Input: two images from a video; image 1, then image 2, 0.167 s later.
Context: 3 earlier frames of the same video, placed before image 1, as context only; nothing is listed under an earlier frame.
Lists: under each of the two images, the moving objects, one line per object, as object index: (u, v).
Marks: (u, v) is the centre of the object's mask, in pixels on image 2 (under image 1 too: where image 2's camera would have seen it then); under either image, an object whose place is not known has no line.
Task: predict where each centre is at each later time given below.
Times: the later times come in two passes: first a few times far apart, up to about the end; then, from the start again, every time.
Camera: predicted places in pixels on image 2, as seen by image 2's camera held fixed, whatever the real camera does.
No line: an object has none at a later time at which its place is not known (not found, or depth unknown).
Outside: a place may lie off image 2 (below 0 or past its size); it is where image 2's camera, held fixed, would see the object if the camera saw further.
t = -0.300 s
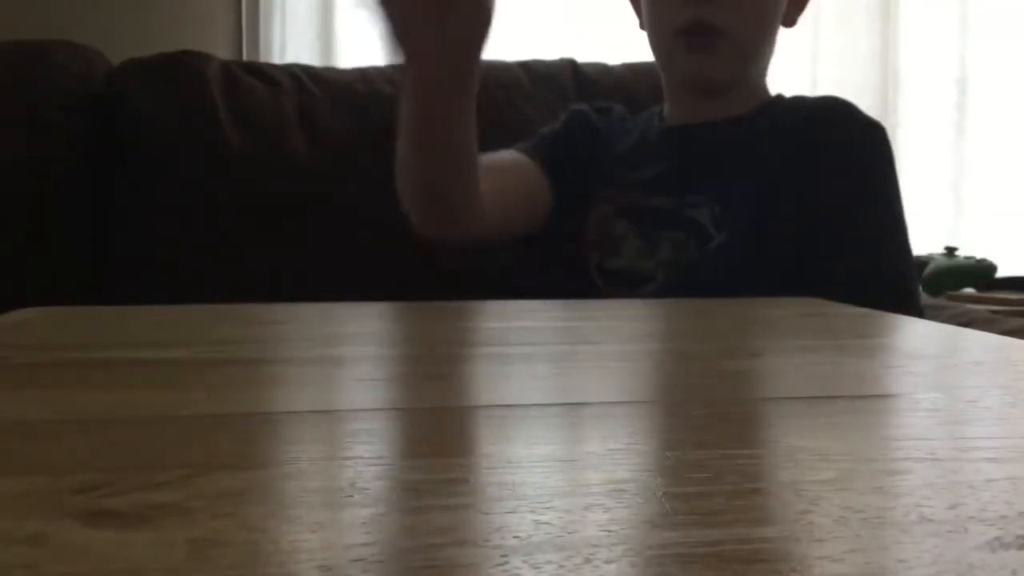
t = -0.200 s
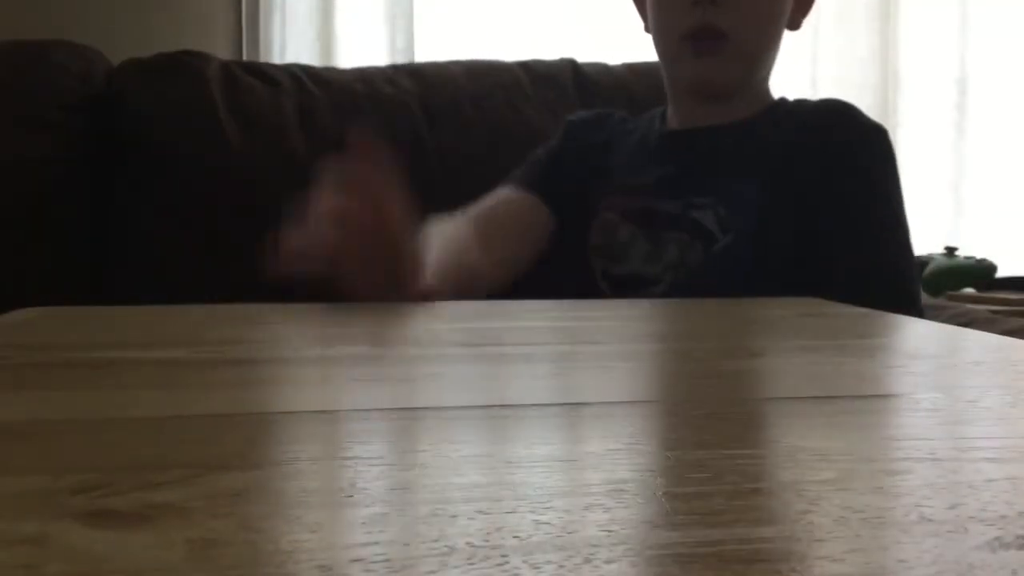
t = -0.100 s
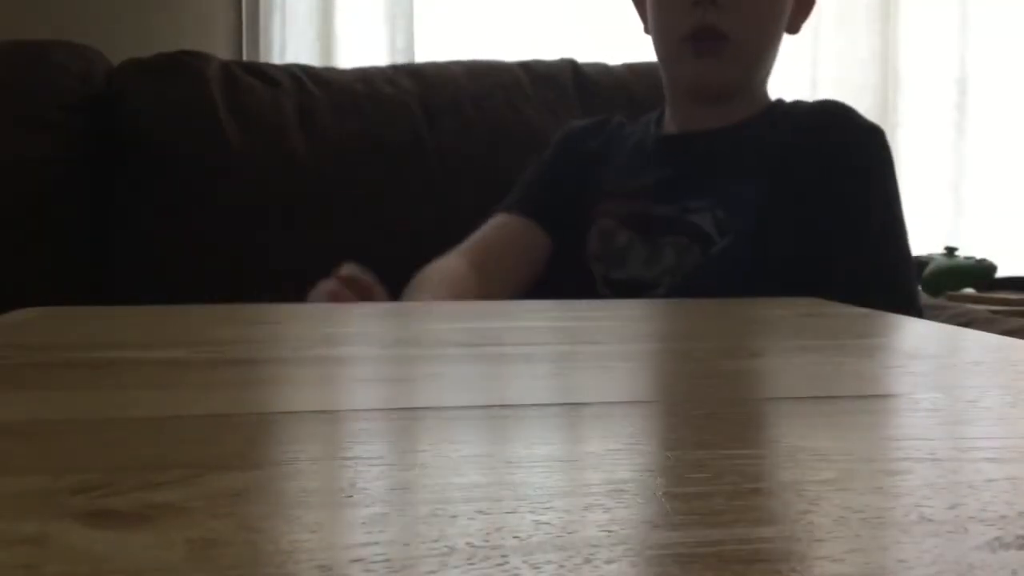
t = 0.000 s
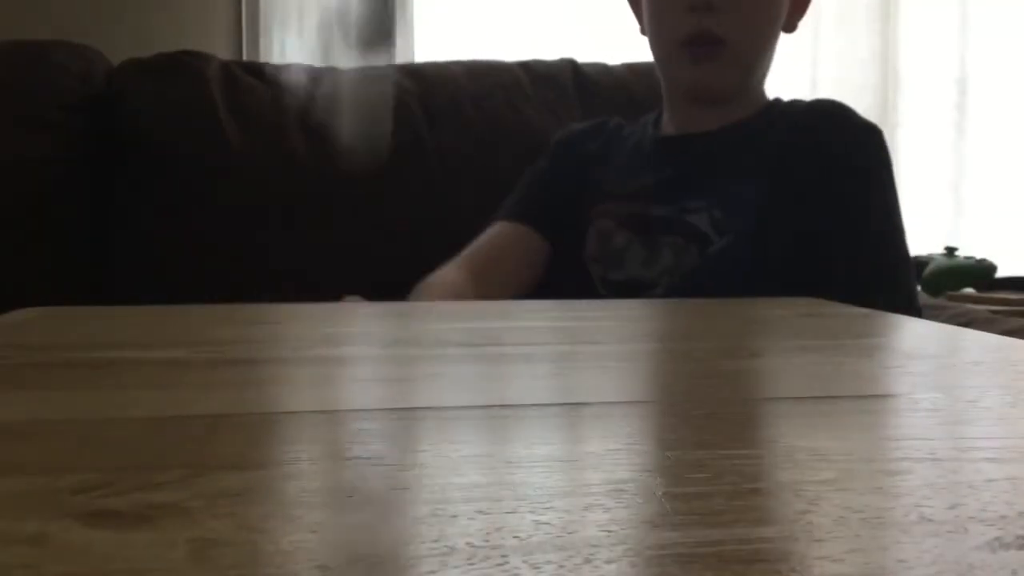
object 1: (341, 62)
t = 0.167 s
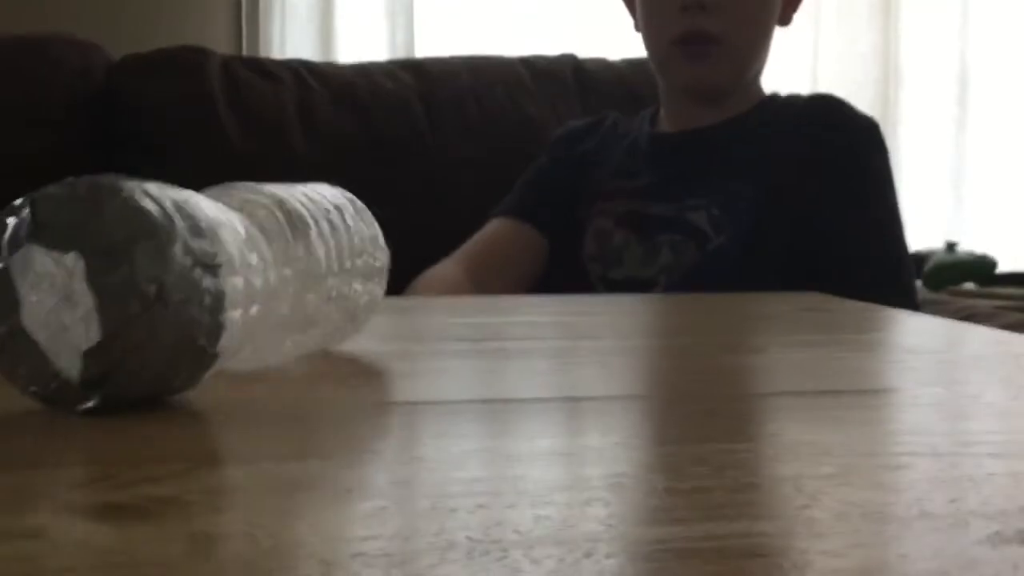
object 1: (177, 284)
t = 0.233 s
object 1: (180, 284)
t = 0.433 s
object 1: (170, 283)
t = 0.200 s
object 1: (178, 284)
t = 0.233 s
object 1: (180, 284)
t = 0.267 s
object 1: (180, 285)
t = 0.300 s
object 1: (179, 284)
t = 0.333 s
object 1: (177, 284)
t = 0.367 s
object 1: (175, 284)
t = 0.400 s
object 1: (173, 284)
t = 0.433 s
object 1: (170, 283)
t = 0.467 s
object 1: (168, 283)
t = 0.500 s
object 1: (167, 283)
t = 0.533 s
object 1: (167, 283)
